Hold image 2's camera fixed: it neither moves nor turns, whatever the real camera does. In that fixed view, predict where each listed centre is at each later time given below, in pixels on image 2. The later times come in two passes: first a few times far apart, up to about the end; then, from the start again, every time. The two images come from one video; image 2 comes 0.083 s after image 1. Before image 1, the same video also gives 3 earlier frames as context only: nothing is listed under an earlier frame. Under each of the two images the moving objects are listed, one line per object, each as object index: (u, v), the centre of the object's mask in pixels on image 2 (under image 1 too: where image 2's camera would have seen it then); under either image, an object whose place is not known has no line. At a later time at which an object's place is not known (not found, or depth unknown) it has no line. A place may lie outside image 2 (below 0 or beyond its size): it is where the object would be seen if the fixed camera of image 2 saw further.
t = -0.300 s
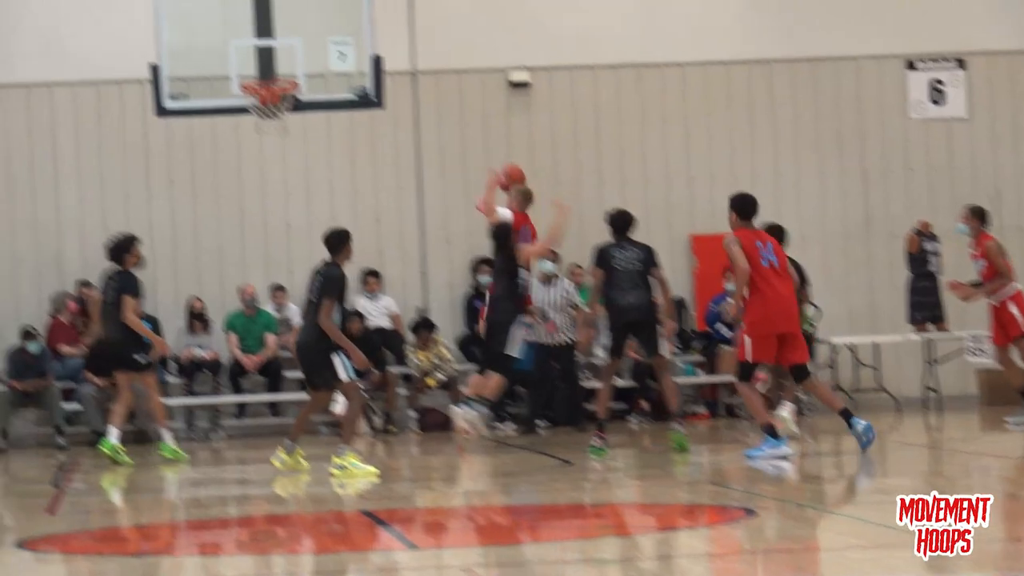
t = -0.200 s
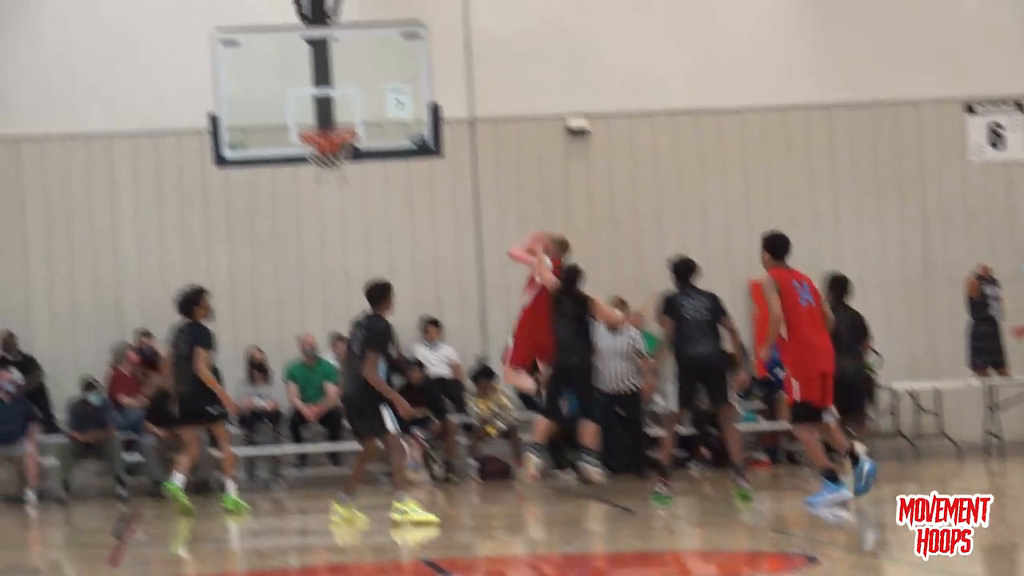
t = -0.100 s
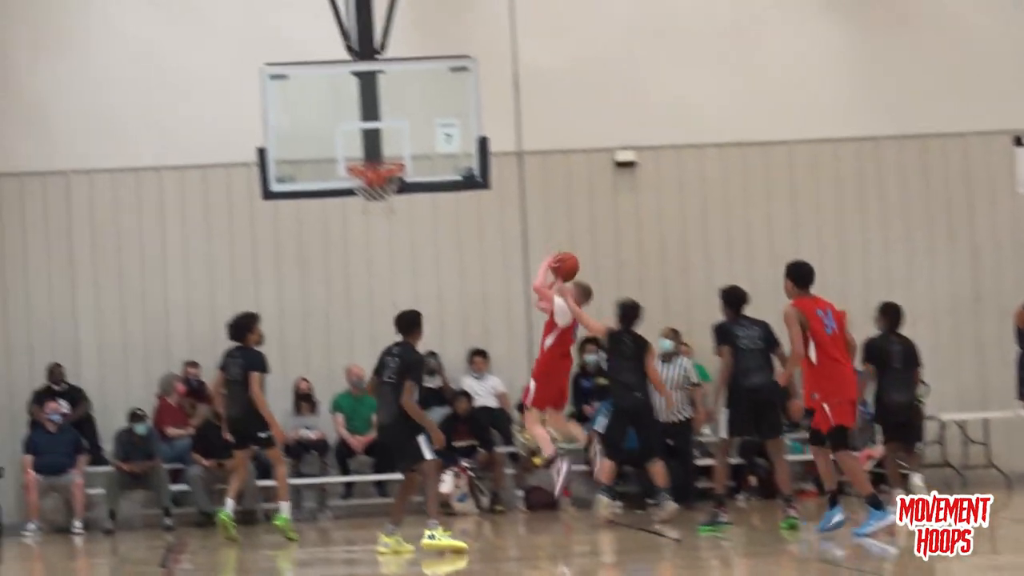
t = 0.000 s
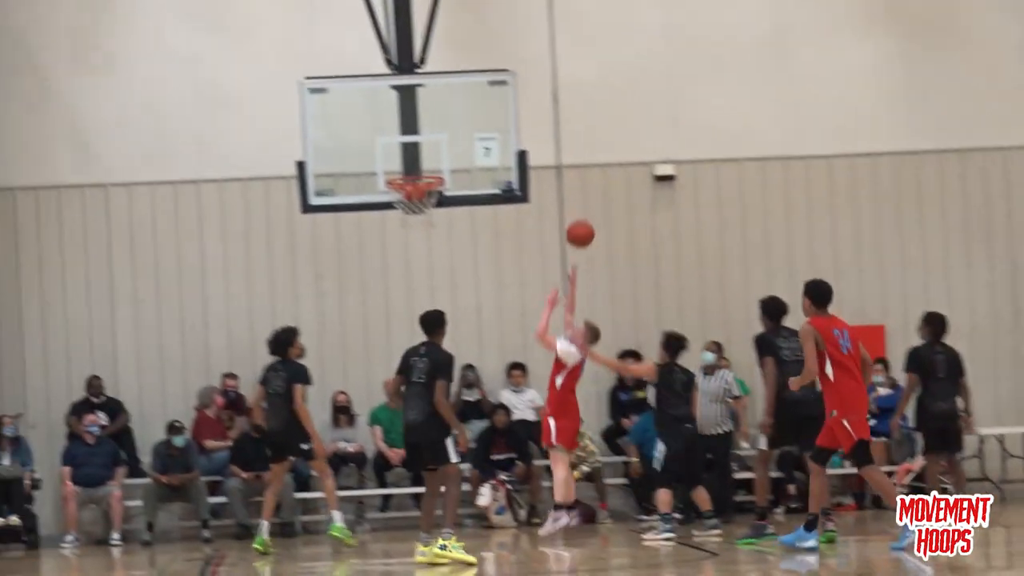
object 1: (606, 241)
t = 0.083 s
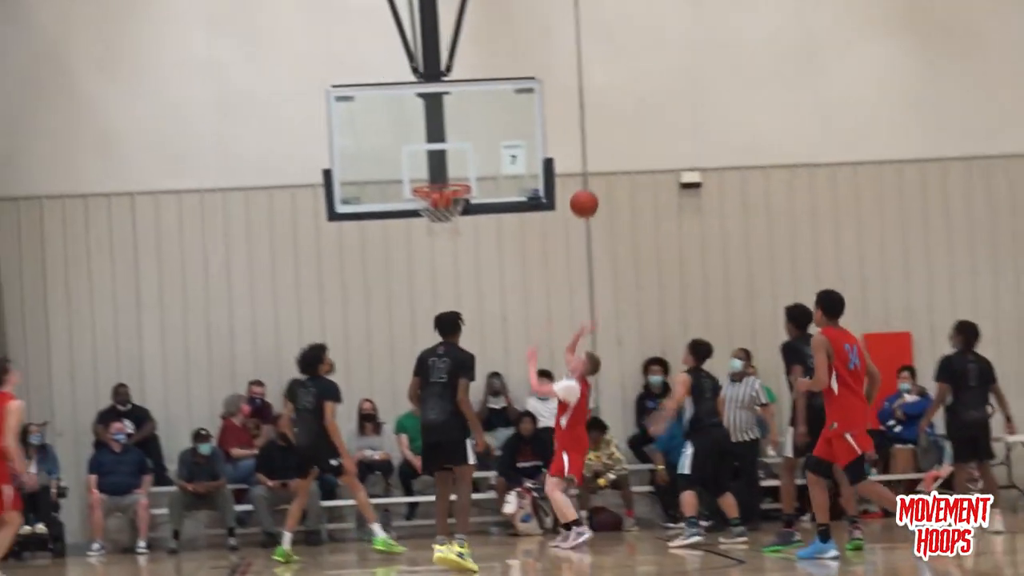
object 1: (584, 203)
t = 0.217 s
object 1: (549, 160)
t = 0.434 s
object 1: (496, 134)
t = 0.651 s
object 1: (460, 153)
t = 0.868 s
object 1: (441, 158)
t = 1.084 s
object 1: (429, 161)
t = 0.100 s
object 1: (579, 197)
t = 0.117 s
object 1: (575, 190)
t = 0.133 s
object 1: (571, 184)
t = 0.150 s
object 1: (566, 179)
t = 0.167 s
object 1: (562, 174)
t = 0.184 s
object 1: (558, 169)
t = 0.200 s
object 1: (554, 164)
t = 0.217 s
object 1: (549, 160)
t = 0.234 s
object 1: (545, 156)
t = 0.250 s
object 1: (541, 152)
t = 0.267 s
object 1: (537, 149)
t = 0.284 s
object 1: (533, 146)
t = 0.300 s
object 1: (528, 143)
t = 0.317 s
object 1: (525, 141)
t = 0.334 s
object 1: (520, 139)
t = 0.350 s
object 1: (516, 137)
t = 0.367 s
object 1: (512, 136)
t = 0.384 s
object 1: (508, 135)
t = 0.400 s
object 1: (504, 134)
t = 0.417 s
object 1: (500, 134)
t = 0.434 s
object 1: (496, 134)
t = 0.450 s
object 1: (492, 133)
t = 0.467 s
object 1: (488, 134)
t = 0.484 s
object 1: (484, 135)
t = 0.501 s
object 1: (480, 136)
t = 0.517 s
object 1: (477, 137)
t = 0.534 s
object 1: (475, 138)
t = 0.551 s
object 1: (473, 139)
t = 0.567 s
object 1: (470, 141)
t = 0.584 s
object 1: (468, 143)
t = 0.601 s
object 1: (466, 145)
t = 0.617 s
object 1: (464, 147)
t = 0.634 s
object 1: (463, 149)
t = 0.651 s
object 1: (460, 153)
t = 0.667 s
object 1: (458, 156)
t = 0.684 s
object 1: (457, 160)
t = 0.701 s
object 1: (455, 164)
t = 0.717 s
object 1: (453, 168)
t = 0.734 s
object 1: (451, 172)
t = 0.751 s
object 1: (449, 175)
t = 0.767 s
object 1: (448, 174)
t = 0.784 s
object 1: (447, 171)
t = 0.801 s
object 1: (446, 168)
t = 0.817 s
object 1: (445, 166)
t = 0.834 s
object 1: (444, 163)
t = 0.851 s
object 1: (443, 161)
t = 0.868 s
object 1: (441, 158)
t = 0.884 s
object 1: (441, 157)
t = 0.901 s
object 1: (439, 155)
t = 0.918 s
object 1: (438, 154)
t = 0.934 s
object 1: (437, 154)
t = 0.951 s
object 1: (436, 154)
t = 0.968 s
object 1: (435, 154)
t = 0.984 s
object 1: (434, 153)
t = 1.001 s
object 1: (433, 154)
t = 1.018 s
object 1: (433, 155)
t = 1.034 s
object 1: (432, 156)
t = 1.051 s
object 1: (431, 158)
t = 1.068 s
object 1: (430, 159)
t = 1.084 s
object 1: (429, 161)
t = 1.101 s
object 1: (428, 164)
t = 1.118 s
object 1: (427, 166)
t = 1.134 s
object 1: (426, 169)
